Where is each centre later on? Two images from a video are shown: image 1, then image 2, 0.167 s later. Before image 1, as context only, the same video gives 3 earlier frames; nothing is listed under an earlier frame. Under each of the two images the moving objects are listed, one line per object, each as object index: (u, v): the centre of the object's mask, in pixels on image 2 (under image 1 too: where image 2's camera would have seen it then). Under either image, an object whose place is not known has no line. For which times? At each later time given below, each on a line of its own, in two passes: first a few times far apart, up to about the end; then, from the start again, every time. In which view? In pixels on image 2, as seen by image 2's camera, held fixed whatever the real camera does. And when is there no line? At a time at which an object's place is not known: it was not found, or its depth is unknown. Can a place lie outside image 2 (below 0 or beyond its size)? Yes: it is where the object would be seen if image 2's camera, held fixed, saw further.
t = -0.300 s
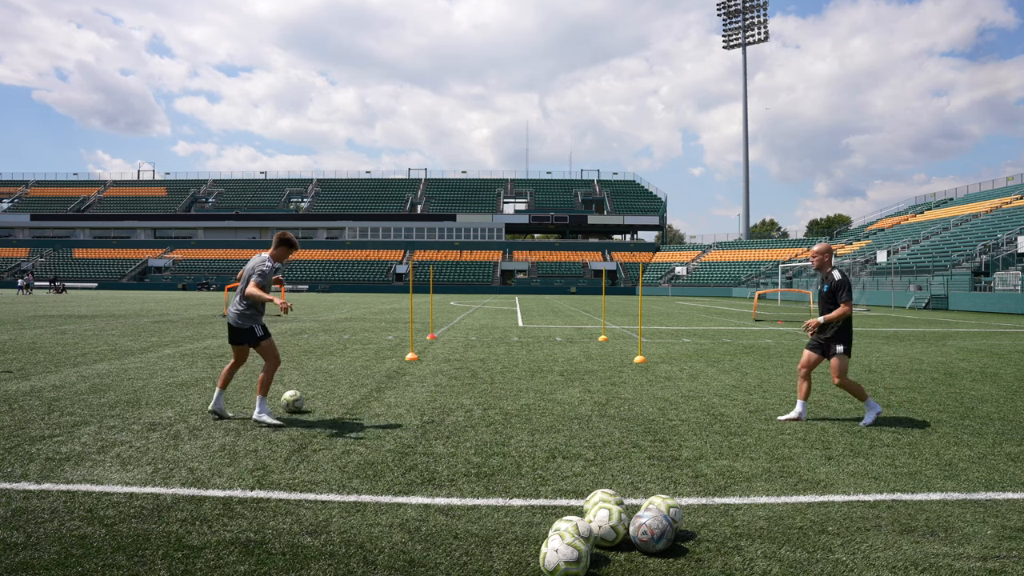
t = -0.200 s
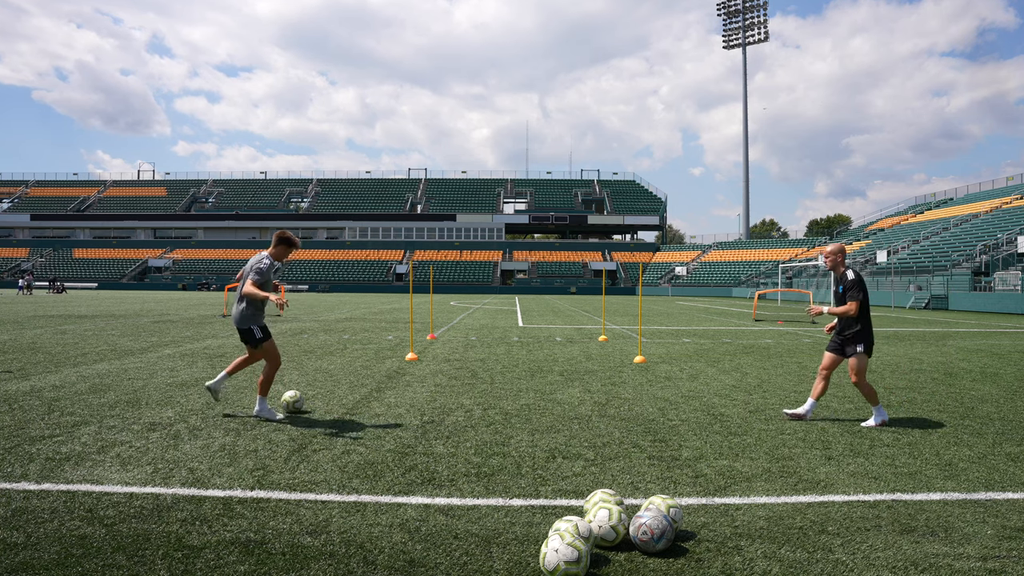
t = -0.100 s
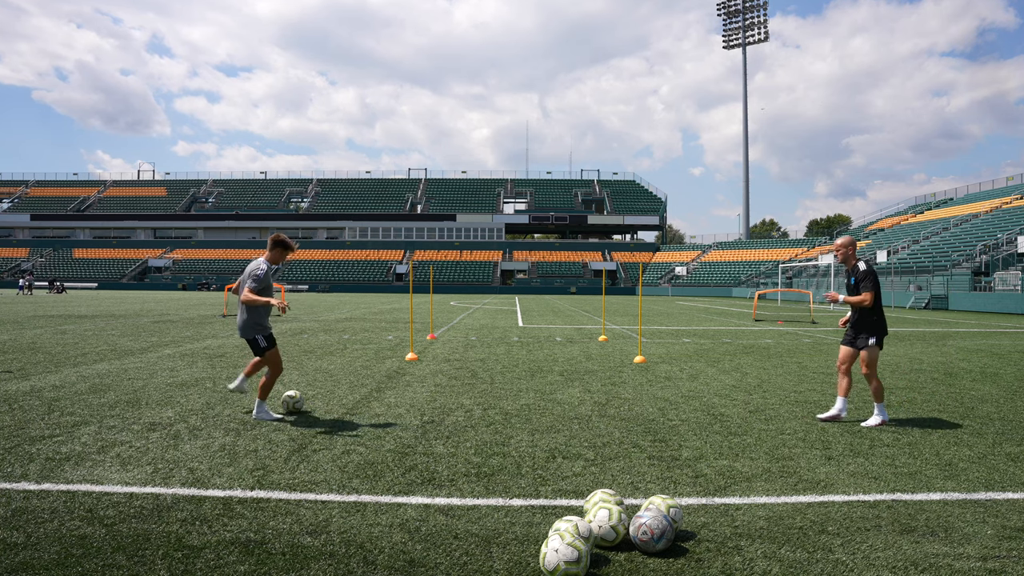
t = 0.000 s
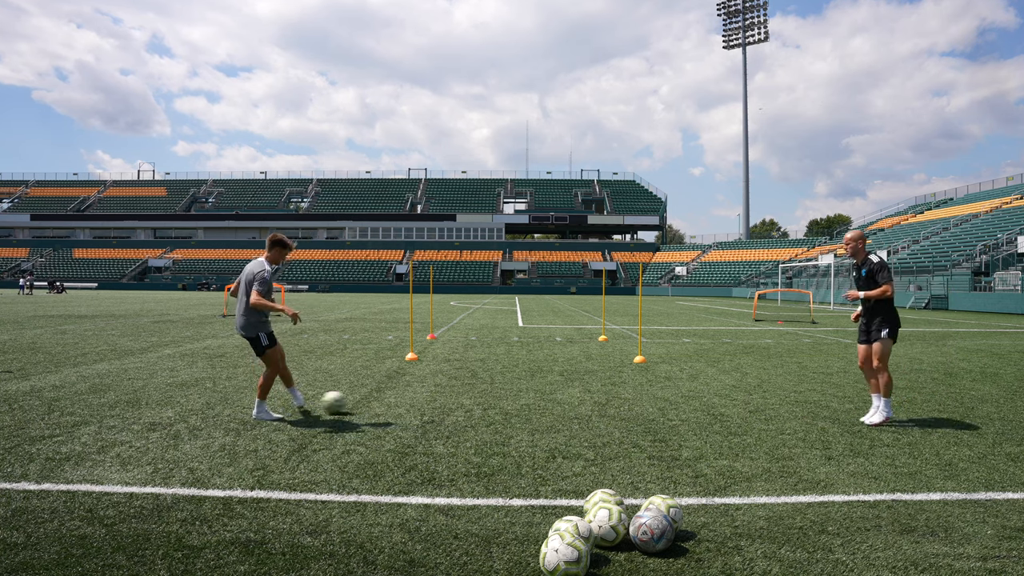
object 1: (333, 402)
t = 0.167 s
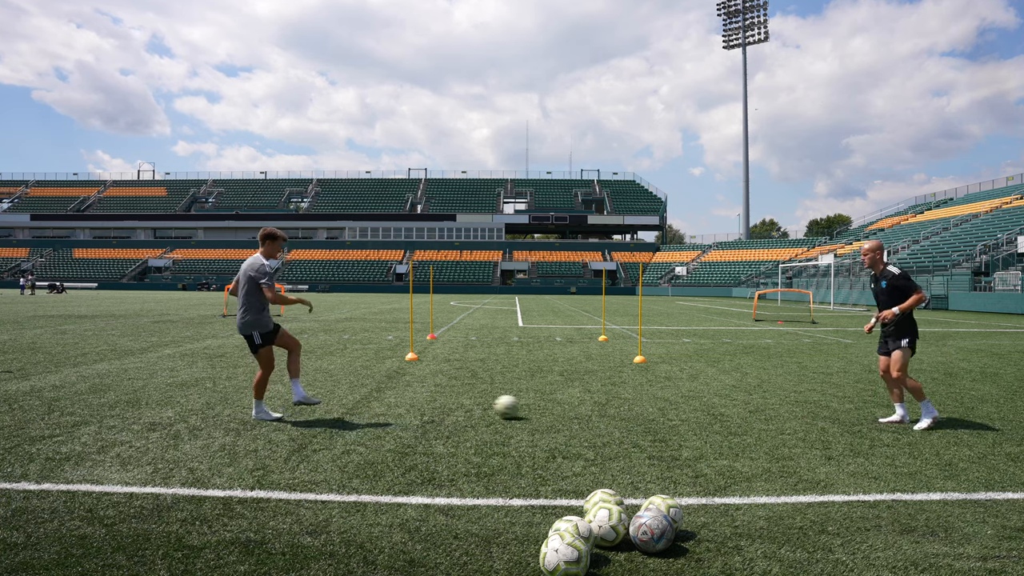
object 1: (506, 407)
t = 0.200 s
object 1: (540, 408)
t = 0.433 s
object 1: (749, 410)
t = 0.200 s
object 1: (540, 408)
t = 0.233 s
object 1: (572, 407)
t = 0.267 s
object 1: (604, 408)
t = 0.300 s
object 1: (635, 408)
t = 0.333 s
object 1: (665, 410)
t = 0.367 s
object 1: (694, 411)
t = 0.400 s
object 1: (723, 410)
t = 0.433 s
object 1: (749, 410)
